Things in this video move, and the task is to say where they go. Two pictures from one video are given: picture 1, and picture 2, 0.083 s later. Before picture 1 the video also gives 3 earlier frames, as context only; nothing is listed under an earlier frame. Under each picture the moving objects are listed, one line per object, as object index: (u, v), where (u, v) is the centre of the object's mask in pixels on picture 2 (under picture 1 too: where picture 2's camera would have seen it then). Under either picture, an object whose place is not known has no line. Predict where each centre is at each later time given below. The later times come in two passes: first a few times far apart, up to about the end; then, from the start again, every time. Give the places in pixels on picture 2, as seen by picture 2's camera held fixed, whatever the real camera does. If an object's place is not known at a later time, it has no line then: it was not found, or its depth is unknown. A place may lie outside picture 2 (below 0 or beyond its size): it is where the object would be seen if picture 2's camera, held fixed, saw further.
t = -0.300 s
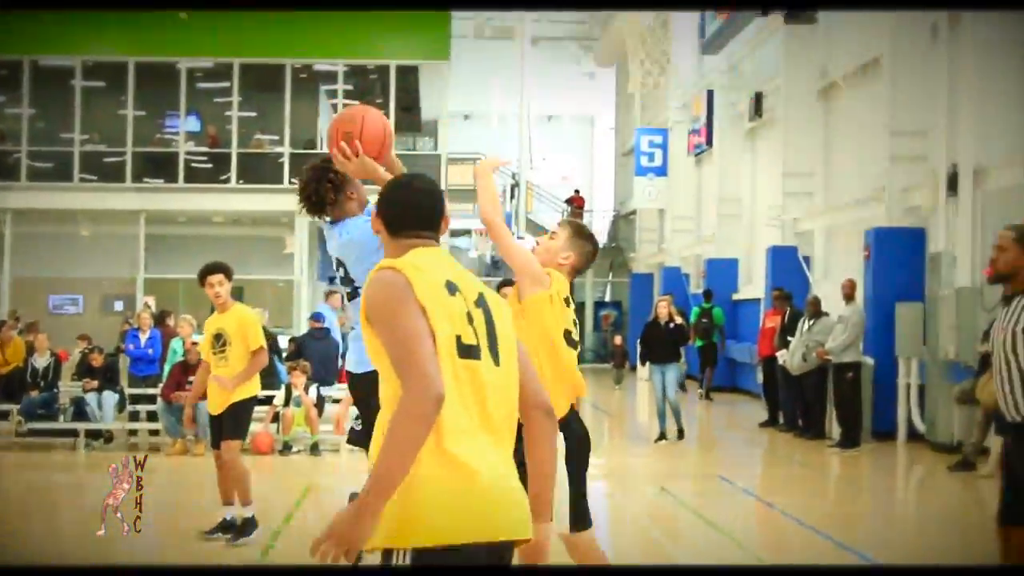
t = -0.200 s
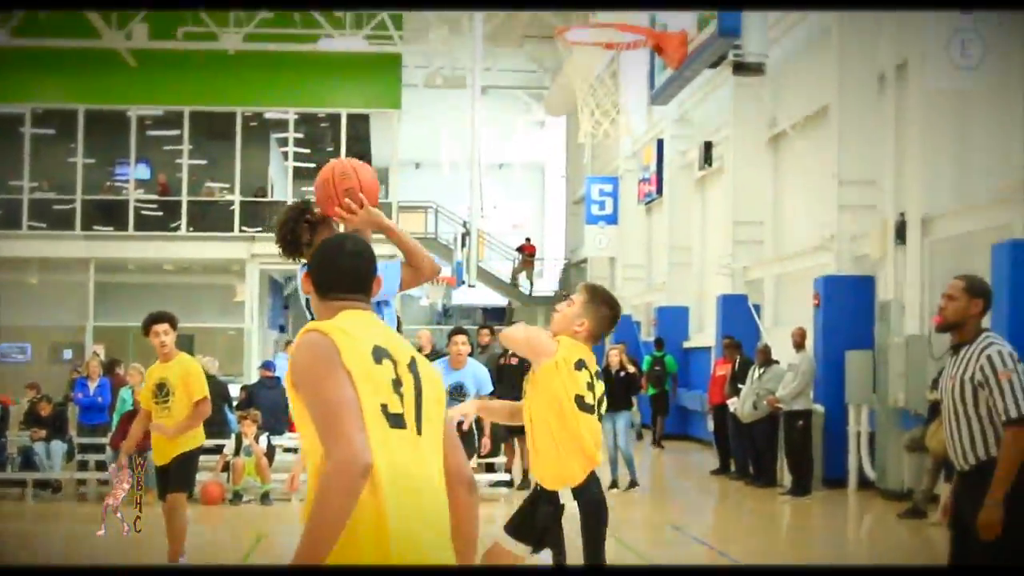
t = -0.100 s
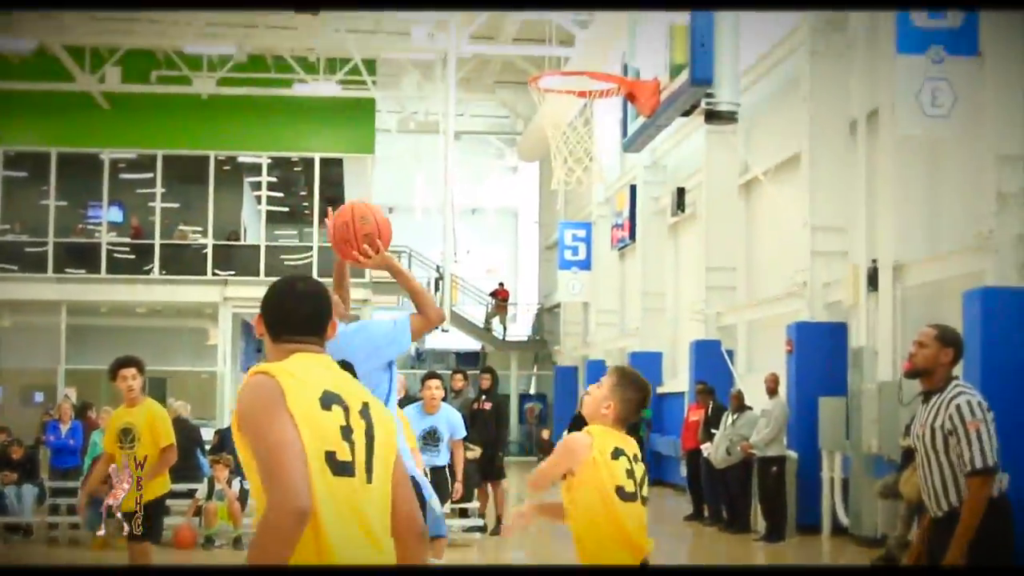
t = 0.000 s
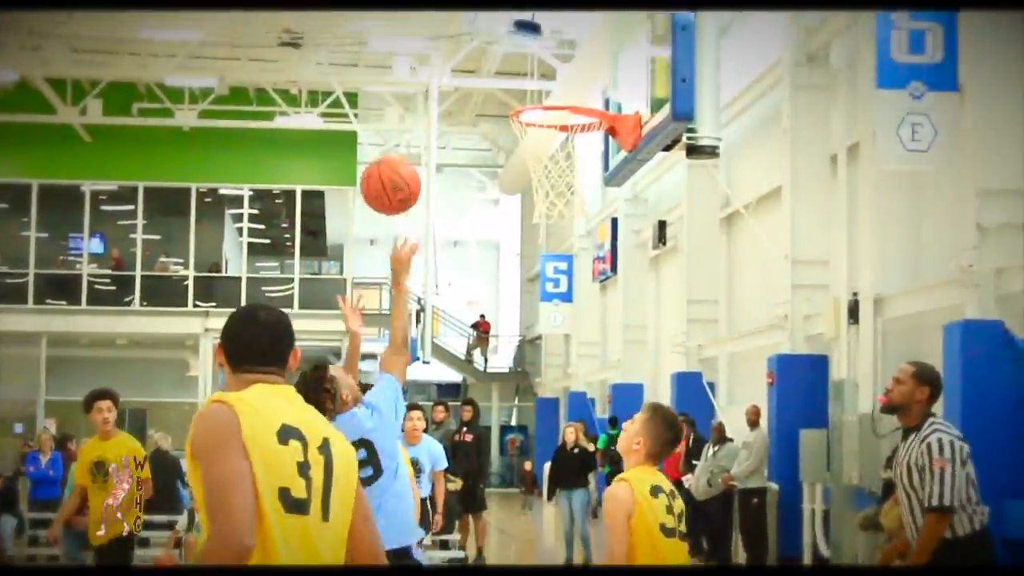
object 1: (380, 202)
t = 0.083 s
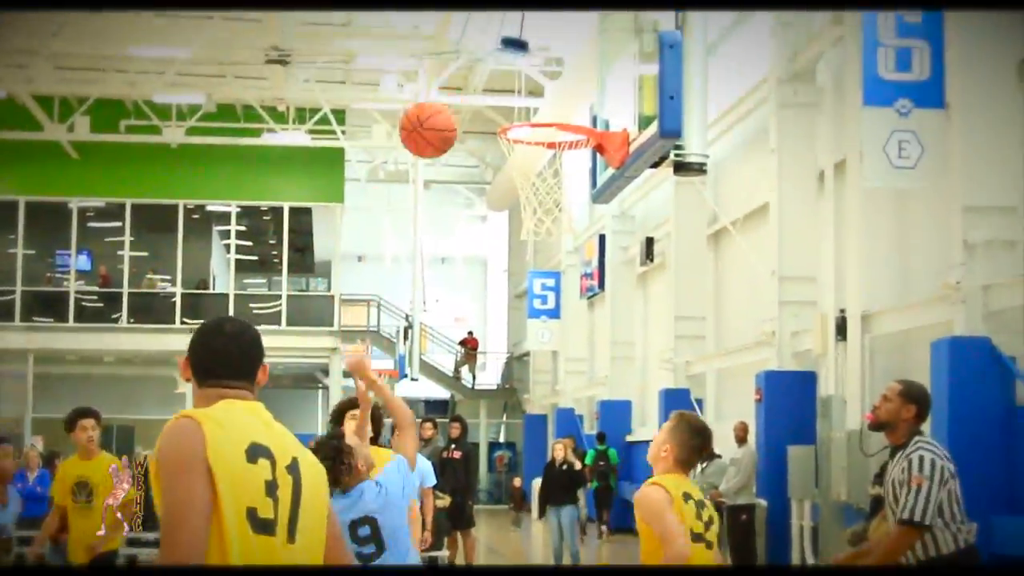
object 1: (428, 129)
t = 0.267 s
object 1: (523, 39)
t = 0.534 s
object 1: (590, 45)
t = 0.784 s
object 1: (540, 104)
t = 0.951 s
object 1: (577, 105)
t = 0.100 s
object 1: (437, 117)
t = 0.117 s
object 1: (446, 106)
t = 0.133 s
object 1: (456, 95)
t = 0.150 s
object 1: (465, 85)
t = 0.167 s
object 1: (473, 77)
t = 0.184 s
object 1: (482, 68)
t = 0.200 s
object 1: (490, 61)
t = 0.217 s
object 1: (499, 54)
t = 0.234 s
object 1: (507, 48)
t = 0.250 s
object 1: (515, 43)
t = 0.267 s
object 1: (523, 39)
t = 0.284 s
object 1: (531, 35)
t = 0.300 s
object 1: (539, 32)
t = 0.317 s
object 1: (546, 27)
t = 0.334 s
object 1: (554, 26)
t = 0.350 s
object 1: (562, 25)
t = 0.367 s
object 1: (570, 25)
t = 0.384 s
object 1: (577, 24)
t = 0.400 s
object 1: (584, 24)
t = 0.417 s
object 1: (591, 26)
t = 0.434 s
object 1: (598, 27)
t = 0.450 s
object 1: (606, 29)
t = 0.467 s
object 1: (613, 32)
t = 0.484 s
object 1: (612, 36)
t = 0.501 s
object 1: (605, 38)
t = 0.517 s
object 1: (597, 42)
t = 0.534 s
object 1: (590, 45)
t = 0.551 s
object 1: (582, 51)
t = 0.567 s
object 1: (575, 55)
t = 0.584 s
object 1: (567, 61)
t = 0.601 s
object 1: (560, 68)
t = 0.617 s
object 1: (552, 75)
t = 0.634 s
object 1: (545, 82)
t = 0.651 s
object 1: (537, 92)
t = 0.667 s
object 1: (530, 98)
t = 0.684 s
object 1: (523, 105)
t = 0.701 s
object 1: (516, 110)
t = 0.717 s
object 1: (519, 109)
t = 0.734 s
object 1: (525, 105)
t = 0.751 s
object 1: (530, 105)
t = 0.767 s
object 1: (535, 107)
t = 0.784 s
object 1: (540, 104)
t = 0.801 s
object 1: (545, 103)
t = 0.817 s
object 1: (549, 103)
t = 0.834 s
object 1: (554, 104)
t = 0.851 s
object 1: (559, 104)
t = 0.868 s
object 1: (564, 106)
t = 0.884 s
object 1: (569, 107)
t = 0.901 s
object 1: (574, 108)
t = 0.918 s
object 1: (578, 110)
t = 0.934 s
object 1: (578, 107)
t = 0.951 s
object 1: (577, 105)
